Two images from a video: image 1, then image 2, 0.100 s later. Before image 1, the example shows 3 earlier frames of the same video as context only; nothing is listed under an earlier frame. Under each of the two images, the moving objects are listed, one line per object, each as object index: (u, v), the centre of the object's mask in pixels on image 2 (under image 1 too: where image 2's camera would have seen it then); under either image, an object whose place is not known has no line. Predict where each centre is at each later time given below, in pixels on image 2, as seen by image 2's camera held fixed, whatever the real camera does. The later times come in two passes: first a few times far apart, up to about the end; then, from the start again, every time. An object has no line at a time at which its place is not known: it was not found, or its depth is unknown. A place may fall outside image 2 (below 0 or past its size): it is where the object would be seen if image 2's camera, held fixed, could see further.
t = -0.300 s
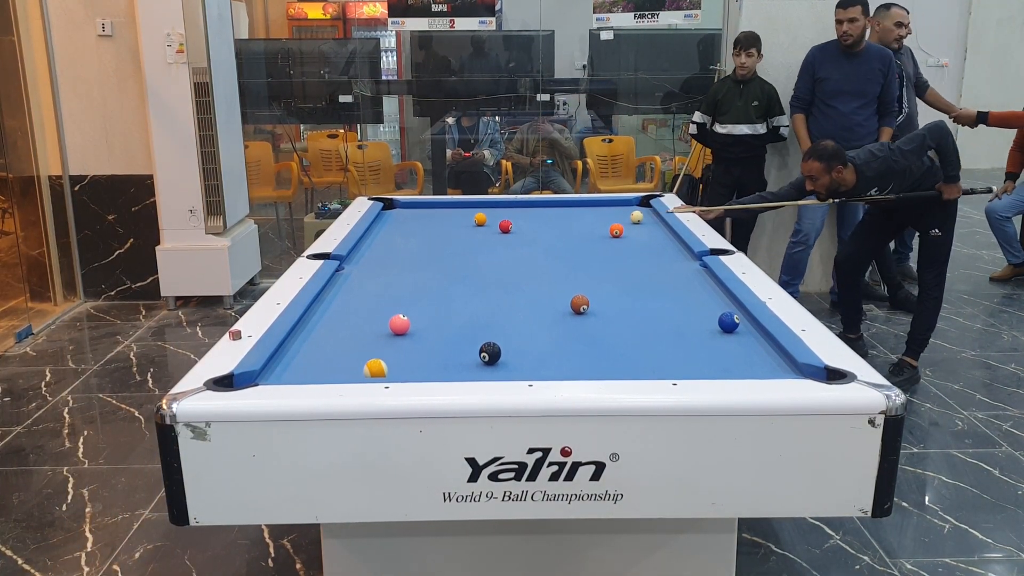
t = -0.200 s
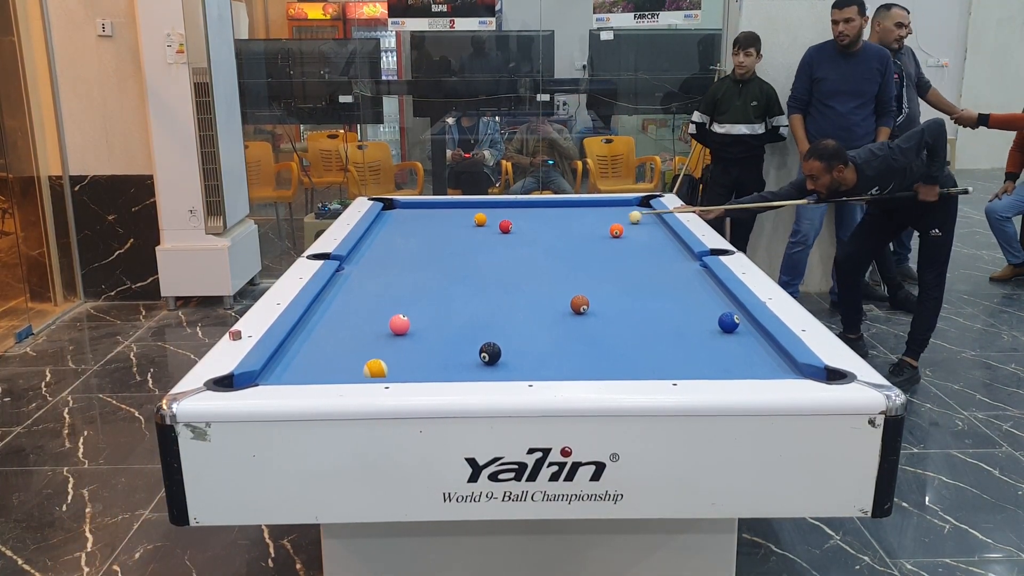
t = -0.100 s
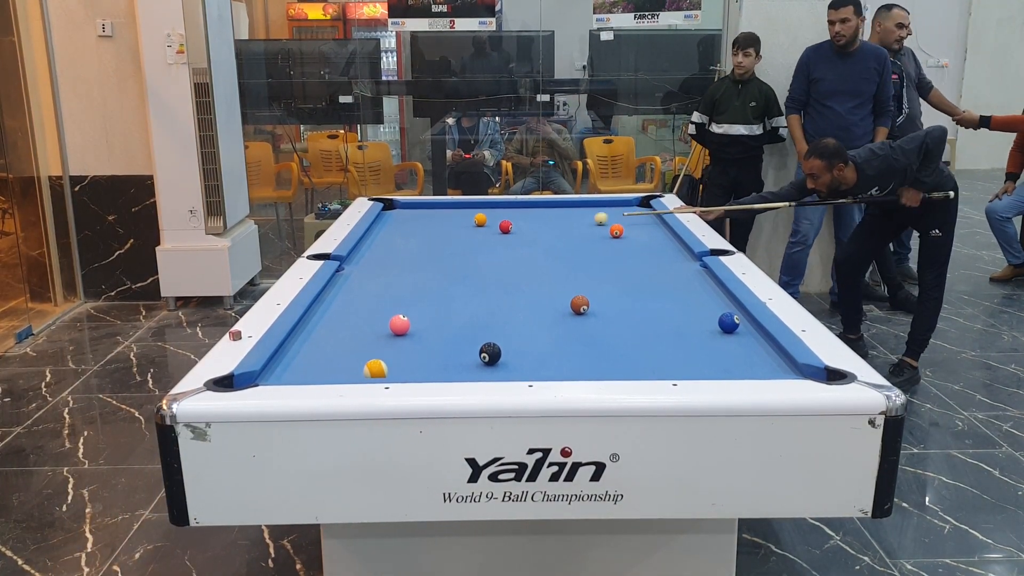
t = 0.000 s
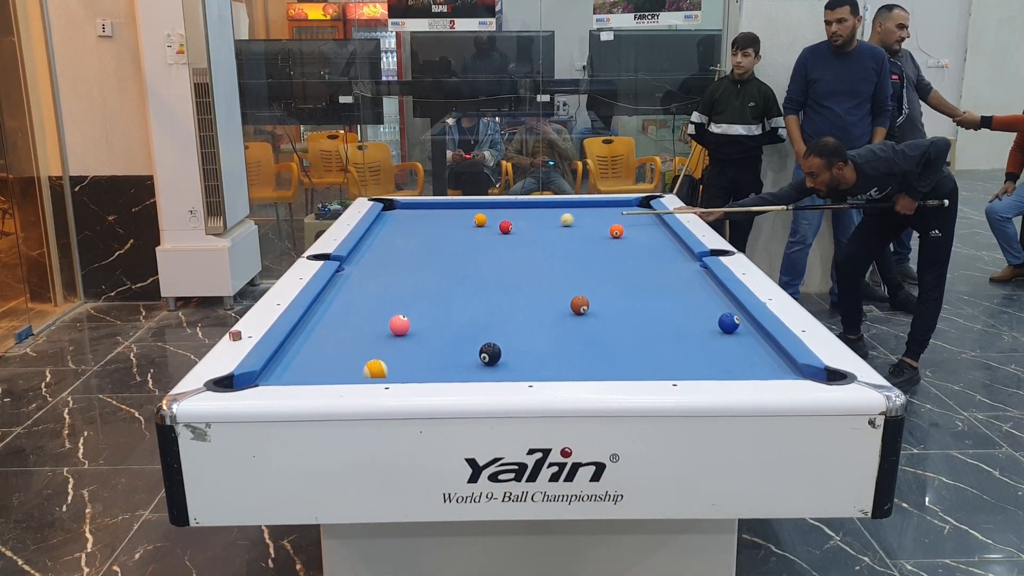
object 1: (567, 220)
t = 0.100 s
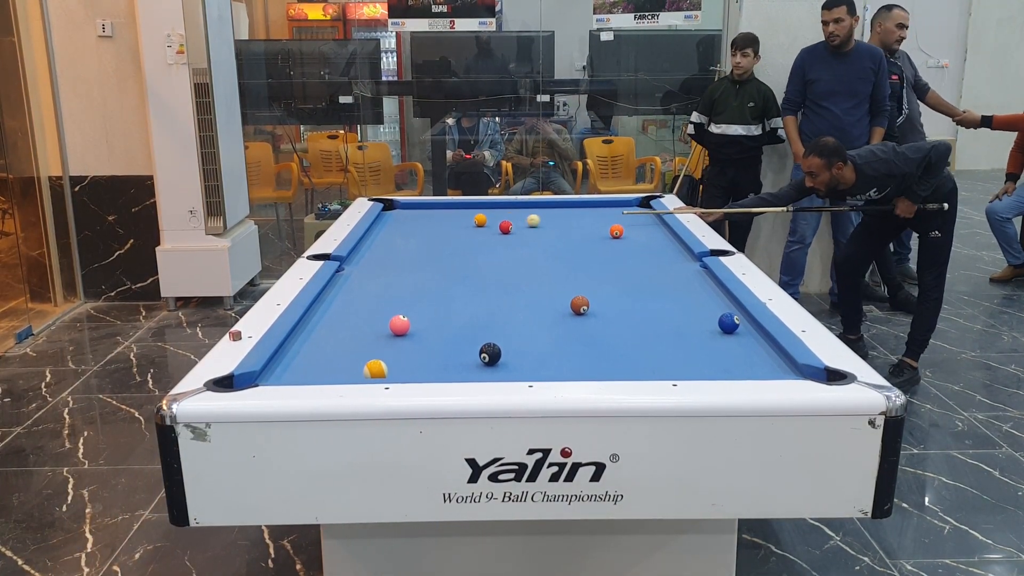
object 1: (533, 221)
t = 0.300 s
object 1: (474, 224)
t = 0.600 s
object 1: (401, 232)
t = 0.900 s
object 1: (390, 238)
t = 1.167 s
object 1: (421, 242)
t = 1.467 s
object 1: (455, 247)
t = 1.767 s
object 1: (489, 251)
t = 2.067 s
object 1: (522, 256)
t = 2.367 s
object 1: (555, 260)
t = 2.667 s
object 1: (588, 264)
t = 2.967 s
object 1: (620, 268)
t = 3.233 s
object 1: (647, 272)
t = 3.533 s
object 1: (677, 276)
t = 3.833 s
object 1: (706, 279)
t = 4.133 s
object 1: (700, 282)
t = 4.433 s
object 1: (689, 284)
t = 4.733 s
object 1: (680, 286)
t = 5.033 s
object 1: (672, 288)
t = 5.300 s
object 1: (666, 289)
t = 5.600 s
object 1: (661, 289)
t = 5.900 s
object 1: (658, 289)
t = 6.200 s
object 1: (658, 289)
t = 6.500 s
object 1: (658, 289)
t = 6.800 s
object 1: (658, 289)
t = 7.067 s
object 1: (658, 289)
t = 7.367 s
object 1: (658, 289)
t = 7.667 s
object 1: (658, 289)
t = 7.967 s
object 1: (658, 289)
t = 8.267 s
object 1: (658, 289)
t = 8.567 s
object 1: (658, 289)
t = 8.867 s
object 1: (658, 289)
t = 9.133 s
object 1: (658, 289)
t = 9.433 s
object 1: (658, 289)
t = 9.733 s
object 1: (658, 289)
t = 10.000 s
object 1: (658, 289)
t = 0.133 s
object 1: (522, 221)
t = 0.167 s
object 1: (512, 220)
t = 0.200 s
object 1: (498, 221)
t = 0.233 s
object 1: (488, 222)
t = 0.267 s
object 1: (481, 223)
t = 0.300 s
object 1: (474, 224)
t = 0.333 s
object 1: (466, 225)
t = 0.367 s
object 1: (458, 225)
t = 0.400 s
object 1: (450, 226)
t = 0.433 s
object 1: (442, 227)
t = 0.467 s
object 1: (434, 228)
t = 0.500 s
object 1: (426, 229)
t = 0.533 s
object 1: (417, 230)
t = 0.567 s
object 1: (409, 231)
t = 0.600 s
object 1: (401, 232)
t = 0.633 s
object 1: (392, 232)
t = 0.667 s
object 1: (384, 233)
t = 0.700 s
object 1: (375, 234)
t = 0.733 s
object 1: (370, 235)
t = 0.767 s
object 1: (374, 236)
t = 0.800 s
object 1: (379, 236)
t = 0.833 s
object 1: (383, 237)
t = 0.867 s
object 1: (387, 237)
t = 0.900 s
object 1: (390, 238)
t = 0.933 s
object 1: (394, 238)
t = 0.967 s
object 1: (398, 239)
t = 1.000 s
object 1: (401, 239)
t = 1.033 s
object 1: (406, 240)
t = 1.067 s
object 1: (409, 241)
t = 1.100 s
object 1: (413, 241)
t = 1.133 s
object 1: (417, 241)
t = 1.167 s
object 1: (421, 242)
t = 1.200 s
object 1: (425, 243)
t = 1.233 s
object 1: (428, 243)
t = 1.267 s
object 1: (432, 244)
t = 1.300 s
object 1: (436, 244)
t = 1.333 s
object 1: (440, 245)
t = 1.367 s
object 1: (444, 245)
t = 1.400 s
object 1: (447, 246)
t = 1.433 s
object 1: (451, 246)
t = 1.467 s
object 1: (455, 247)
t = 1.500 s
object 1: (459, 247)
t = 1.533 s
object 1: (463, 248)
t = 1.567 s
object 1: (466, 248)
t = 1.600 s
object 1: (470, 249)
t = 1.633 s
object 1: (474, 249)
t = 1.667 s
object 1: (478, 250)
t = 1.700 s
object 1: (481, 250)
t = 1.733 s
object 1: (485, 251)
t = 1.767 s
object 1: (489, 251)
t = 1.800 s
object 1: (493, 252)
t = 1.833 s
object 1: (496, 252)
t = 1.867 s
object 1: (500, 253)
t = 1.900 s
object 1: (504, 253)
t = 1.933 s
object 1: (507, 254)
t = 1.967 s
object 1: (511, 254)
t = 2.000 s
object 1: (515, 255)
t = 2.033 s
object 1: (519, 255)
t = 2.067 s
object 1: (522, 256)
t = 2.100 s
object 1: (526, 256)
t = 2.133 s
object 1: (530, 257)
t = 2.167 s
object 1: (533, 257)
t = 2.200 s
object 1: (537, 258)
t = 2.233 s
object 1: (541, 258)
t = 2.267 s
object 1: (545, 259)
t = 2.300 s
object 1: (548, 259)
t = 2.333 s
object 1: (552, 260)
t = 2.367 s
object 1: (555, 260)
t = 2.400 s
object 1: (559, 261)
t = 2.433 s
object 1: (563, 261)
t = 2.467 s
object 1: (566, 262)
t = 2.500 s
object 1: (570, 262)
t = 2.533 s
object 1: (574, 262)
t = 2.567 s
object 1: (577, 263)
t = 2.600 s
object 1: (581, 263)
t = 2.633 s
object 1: (584, 264)
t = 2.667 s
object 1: (588, 264)
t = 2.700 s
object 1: (592, 265)
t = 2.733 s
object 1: (595, 265)
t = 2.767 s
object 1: (598, 266)
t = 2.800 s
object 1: (602, 266)
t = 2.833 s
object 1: (605, 266)
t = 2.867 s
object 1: (609, 267)
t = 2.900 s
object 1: (613, 267)
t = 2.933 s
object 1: (616, 268)
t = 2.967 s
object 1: (620, 268)
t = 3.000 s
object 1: (623, 269)
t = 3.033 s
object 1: (627, 269)
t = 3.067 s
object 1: (630, 270)
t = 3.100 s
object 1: (634, 270)
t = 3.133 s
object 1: (637, 270)
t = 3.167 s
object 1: (640, 271)
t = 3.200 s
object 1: (644, 271)
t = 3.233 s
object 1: (647, 272)
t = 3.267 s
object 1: (651, 272)
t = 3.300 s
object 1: (654, 273)
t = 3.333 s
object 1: (657, 273)
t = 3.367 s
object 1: (661, 273)
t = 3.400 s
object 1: (664, 274)
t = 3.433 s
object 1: (667, 274)
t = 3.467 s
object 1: (670, 275)
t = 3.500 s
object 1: (674, 275)
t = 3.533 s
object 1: (677, 276)
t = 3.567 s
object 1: (680, 276)
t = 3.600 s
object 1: (683, 277)
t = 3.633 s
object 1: (687, 277)
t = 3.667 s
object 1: (690, 277)
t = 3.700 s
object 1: (693, 278)
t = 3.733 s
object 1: (696, 278)
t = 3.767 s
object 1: (699, 278)
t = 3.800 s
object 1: (702, 279)
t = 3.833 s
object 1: (706, 279)
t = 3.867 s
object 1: (709, 280)
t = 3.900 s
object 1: (710, 280)
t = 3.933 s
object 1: (708, 280)
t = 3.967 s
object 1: (707, 281)
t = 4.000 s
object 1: (706, 281)
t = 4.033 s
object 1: (704, 281)
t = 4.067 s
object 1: (703, 281)
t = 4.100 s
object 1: (702, 282)
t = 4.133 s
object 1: (700, 282)
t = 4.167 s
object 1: (699, 282)
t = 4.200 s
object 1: (698, 282)
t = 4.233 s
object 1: (697, 283)
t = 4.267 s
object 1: (695, 283)
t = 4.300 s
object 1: (694, 283)
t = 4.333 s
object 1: (693, 283)
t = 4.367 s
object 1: (692, 284)
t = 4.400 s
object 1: (691, 284)
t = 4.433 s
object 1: (689, 284)
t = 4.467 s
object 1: (689, 284)
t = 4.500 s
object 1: (687, 284)
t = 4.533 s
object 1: (686, 285)
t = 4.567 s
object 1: (685, 285)
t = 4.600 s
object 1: (684, 285)
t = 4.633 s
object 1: (683, 285)
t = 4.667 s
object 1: (682, 285)
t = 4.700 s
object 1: (681, 286)
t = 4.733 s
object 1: (680, 286)
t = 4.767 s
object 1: (679, 286)
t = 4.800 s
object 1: (678, 286)
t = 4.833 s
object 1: (677, 287)
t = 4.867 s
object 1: (676, 287)
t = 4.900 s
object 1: (676, 287)
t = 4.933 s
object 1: (675, 287)
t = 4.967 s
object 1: (674, 287)
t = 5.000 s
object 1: (673, 287)
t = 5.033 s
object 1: (672, 288)
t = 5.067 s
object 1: (672, 288)
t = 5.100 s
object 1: (671, 288)
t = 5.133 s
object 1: (670, 288)
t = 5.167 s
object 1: (669, 288)
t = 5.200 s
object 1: (668, 288)
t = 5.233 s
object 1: (667, 288)
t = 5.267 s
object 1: (667, 288)
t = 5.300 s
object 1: (666, 289)
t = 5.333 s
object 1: (665, 289)
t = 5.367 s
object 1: (665, 289)
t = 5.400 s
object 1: (664, 289)
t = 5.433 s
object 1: (663, 289)
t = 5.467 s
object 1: (663, 289)
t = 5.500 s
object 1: (662, 289)
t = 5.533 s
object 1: (662, 289)
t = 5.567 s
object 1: (661, 289)
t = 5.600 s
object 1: (661, 289)
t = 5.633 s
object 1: (660, 289)
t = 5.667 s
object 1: (660, 289)
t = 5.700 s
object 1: (660, 289)
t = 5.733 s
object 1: (659, 289)
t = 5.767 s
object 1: (659, 289)
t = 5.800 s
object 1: (659, 289)
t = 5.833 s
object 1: (659, 289)
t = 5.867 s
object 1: (658, 289)
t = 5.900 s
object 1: (658, 289)
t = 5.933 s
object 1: (658, 289)
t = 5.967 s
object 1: (658, 289)
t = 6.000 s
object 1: (658, 289)
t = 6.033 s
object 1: (658, 289)
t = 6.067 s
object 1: (658, 289)
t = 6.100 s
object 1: (658, 289)
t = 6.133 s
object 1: (658, 289)
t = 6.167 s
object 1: (658, 289)
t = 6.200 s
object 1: (658, 289)
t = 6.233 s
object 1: (658, 289)
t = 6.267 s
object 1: (658, 289)
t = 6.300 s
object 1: (658, 289)
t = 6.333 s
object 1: (658, 289)
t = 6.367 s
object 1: (658, 289)
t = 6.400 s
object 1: (658, 289)
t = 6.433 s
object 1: (658, 289)
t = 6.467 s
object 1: (658, 289)
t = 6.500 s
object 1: (658, 289)
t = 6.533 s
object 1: (658, 289)
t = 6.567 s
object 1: (658, 289)
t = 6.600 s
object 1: (658, 289)
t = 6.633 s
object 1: (658, 289)
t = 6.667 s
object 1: (658, 289)
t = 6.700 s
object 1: (658, 289)
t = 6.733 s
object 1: (658, 289)
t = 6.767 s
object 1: (658, 289)
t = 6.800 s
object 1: (658, 289)
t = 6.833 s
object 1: (658, 289)
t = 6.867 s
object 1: (658, 289)
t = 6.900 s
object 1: (658, 289)
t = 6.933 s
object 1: (658, 289)
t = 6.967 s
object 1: (658, 289)
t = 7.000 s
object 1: (658, 289)
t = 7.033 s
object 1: (658, 289)
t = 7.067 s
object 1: (658, 289)
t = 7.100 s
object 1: (658, 289)
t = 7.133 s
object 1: (658, 289)
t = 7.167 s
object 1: (658, 289)
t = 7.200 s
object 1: (658, 289)
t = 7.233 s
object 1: (658, 289)
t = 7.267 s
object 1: (658, 289)
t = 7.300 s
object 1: (658, 289)
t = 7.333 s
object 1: (658, 289)
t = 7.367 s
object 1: (658, 289)
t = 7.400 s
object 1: (658, 289)
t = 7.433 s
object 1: (658, 289)
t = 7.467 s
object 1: (658, 289)
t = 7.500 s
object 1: (658, 289)
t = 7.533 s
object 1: (658, 289)
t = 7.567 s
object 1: (658, 289)
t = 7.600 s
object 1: (658, 289)
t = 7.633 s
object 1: (658, 289)
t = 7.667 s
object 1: (658, 289)
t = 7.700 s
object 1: (658, 289)
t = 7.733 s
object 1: (658, 289)
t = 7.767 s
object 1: (658, 289)
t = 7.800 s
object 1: (658, 289)
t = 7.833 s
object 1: (658, 289)
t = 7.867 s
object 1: (658, 289)
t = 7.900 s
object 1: (658, 289)
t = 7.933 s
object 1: (658, 289)
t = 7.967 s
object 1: (658, 289)
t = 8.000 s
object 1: (658, 289)
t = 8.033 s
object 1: (658, 289)
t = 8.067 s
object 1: (658, 289)
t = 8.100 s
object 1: (658, 289)
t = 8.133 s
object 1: (658, 289)
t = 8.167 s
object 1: (658, 289)
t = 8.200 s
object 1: (658, 289)
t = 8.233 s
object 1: (658, 289)
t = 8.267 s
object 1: (658, 289)
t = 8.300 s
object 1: (658, 289)
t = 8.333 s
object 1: (658, 289)
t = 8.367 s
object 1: (658, 289)
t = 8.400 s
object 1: (658, 289)
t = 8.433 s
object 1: (658, 289)
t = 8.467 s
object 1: (658, 289)
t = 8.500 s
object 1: (658, 289)
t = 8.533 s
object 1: (658, 289)
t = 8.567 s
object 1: (658, 289)
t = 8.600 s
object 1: (658, 289)
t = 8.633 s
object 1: (658, 289)
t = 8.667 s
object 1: (658, 289)
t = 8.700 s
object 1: (658, 289)
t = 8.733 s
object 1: (658, 289)
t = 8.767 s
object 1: (658, 289)
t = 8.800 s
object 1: (658, 289)
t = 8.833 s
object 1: (658, 289)
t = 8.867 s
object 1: (658, 289)
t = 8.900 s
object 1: (658, 289)
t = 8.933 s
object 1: (658, 289)
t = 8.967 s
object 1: (658, 289)
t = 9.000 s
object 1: (658, 289)
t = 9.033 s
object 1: (658, 289)
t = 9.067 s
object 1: (658, 289)
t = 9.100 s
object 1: (658, 289)
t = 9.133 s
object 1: (658, 289)
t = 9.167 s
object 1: (658, 289)
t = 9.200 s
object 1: (658, 289)
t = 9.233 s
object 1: (658, 289)
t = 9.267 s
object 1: (658, 289)
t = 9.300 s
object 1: (658, 289)
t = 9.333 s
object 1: (658, 289)
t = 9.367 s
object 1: (658, 289)
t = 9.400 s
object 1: (658, 289)
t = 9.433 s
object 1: (658, 289)
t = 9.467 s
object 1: (658, 289)
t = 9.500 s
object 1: (658, 289)
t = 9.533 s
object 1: (658, 289)
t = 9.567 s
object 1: (658, 289)
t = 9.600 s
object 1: (658, 289)
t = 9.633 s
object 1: (658, 289)
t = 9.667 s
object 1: (658, 289)
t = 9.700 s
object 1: (658, 289)
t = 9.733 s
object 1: (658, 289)
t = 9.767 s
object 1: (658, 289)
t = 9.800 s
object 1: (658, 289)
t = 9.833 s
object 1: (658, 289)
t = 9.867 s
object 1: (658, 289)
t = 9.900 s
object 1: (658, 289)
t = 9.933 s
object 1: (658, 289)
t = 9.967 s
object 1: (658, 289)
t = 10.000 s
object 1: (658, 289)
